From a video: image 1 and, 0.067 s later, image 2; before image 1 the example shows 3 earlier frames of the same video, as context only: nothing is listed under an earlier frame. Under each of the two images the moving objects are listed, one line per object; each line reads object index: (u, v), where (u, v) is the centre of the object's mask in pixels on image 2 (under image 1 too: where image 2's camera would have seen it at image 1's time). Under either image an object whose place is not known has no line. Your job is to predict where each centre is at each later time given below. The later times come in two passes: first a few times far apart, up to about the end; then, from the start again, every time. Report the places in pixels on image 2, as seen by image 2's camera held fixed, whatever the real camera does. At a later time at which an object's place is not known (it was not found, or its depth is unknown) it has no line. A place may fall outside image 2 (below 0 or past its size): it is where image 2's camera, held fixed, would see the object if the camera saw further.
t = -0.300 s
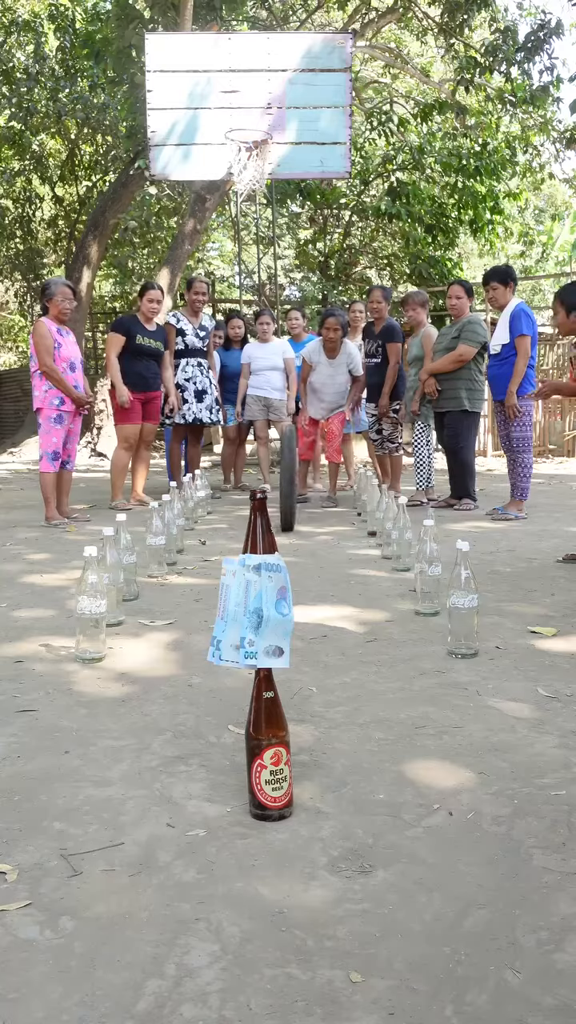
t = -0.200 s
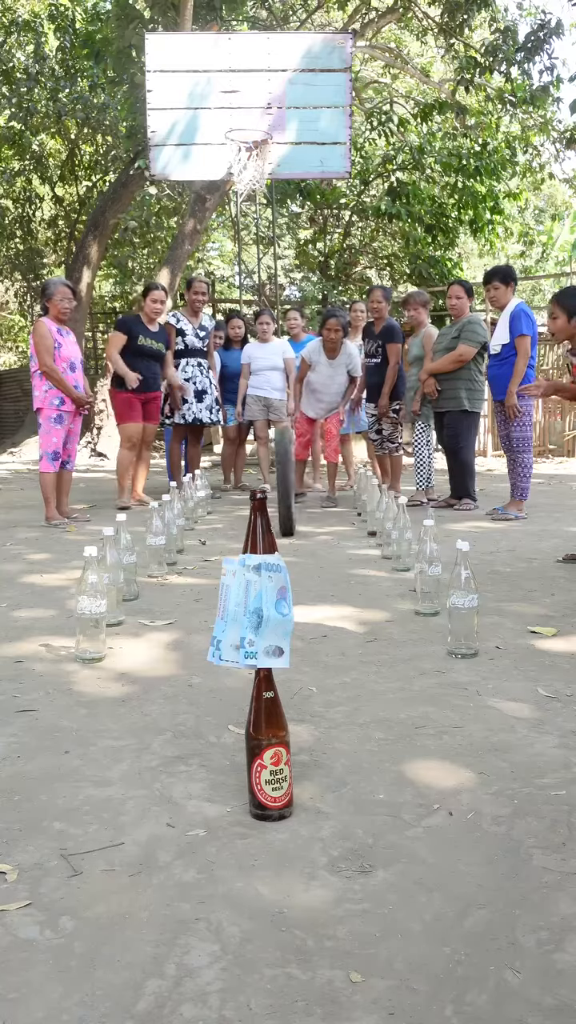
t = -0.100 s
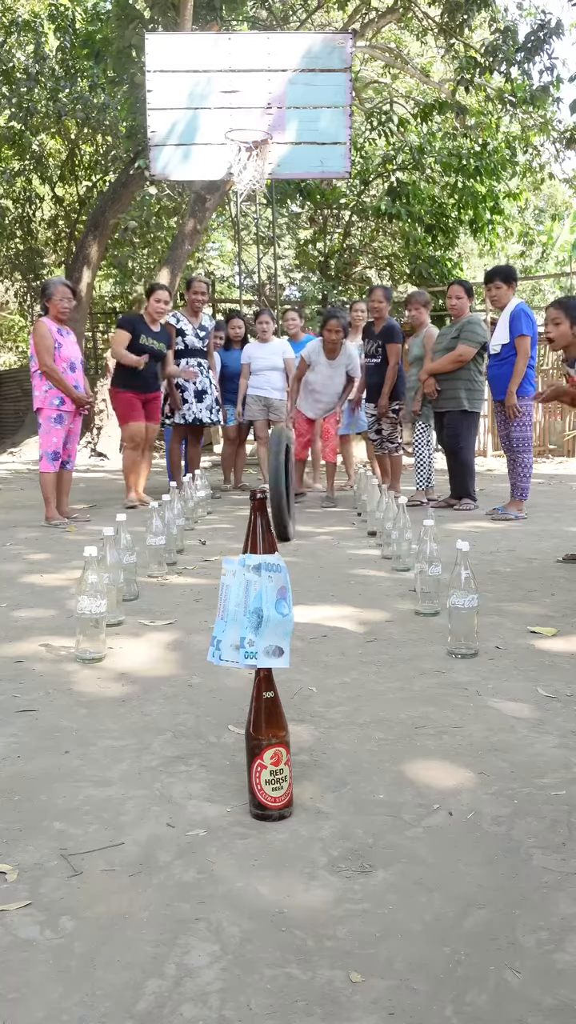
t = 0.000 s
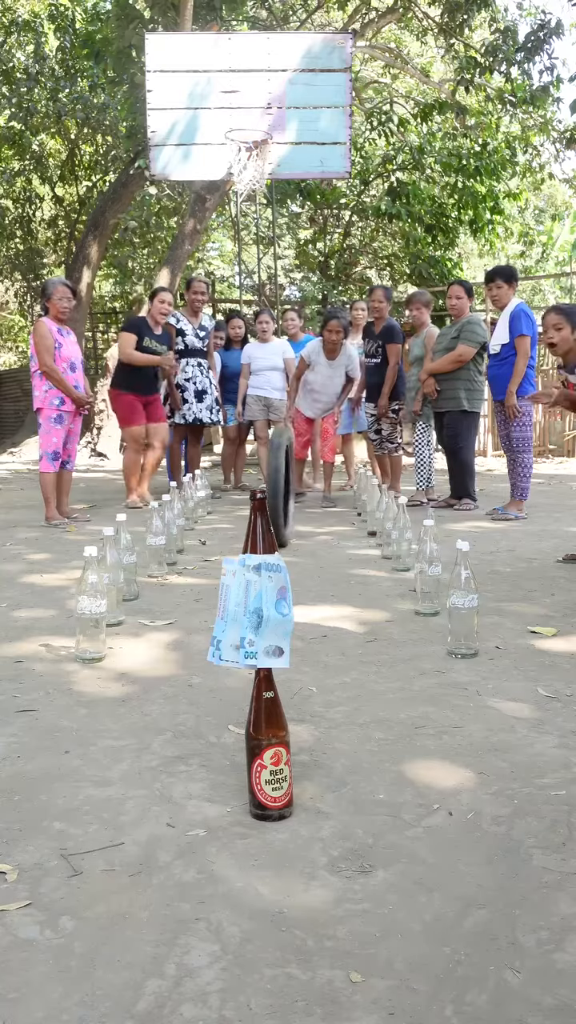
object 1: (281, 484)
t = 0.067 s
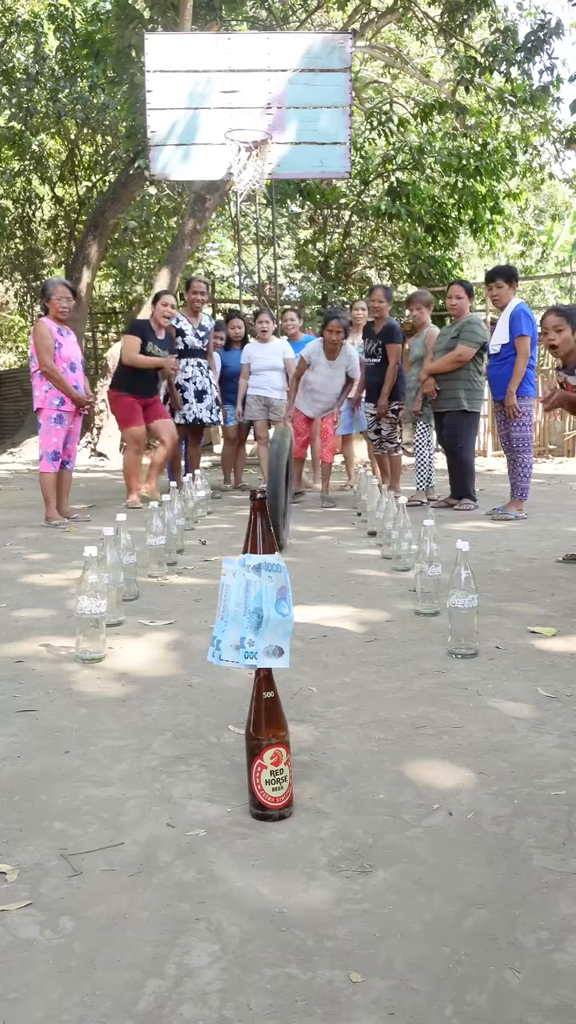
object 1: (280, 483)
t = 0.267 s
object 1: (276, 484)
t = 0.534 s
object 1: (258, 485)
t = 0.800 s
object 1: (235, 492)
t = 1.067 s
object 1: (203, 536)
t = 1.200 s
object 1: (193, 569)
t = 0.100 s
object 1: (280, 482)
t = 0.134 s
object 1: (279, 481)
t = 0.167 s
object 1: (279, 482)
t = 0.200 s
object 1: (278, 482)
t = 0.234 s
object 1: (278, 483)
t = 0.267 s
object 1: (276, 484)
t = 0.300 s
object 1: (273, 481)
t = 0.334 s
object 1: (271, 479)
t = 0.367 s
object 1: (269, 479)
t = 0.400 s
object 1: (266, 478)
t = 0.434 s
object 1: (264, 480)
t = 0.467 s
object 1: (261, 483)
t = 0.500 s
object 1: (259, 484)
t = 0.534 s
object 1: (258, 485)
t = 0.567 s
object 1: (257, 484)
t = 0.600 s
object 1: (255, 483)
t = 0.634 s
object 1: (253, 483)
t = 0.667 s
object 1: (249, 484)
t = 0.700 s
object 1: (247, 486)
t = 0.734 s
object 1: (244, 488)
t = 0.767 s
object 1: (240, 491)
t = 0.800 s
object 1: (235, 492)
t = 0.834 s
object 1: (231, 498)
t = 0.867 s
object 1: (226, 504)
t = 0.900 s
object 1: (222, 508)
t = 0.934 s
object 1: (218, 514)
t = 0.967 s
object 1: (213, 519)
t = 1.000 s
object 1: (210, 524)
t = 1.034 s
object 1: (206, 528)
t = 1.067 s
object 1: (203, 536)
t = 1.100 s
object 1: (202, 545)
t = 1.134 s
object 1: (199, 553)
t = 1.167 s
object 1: (196, 562)
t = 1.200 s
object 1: (193, 569)
